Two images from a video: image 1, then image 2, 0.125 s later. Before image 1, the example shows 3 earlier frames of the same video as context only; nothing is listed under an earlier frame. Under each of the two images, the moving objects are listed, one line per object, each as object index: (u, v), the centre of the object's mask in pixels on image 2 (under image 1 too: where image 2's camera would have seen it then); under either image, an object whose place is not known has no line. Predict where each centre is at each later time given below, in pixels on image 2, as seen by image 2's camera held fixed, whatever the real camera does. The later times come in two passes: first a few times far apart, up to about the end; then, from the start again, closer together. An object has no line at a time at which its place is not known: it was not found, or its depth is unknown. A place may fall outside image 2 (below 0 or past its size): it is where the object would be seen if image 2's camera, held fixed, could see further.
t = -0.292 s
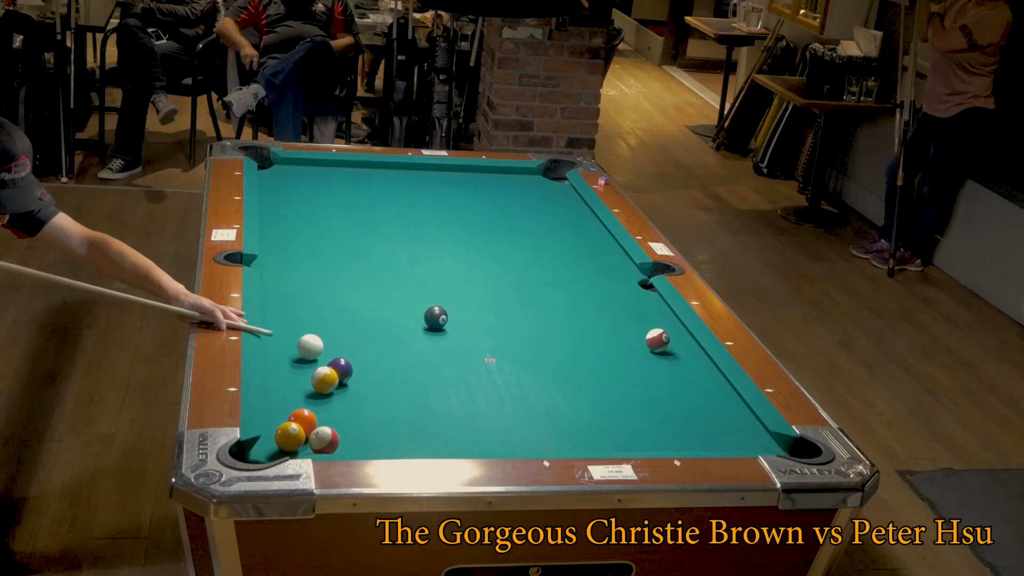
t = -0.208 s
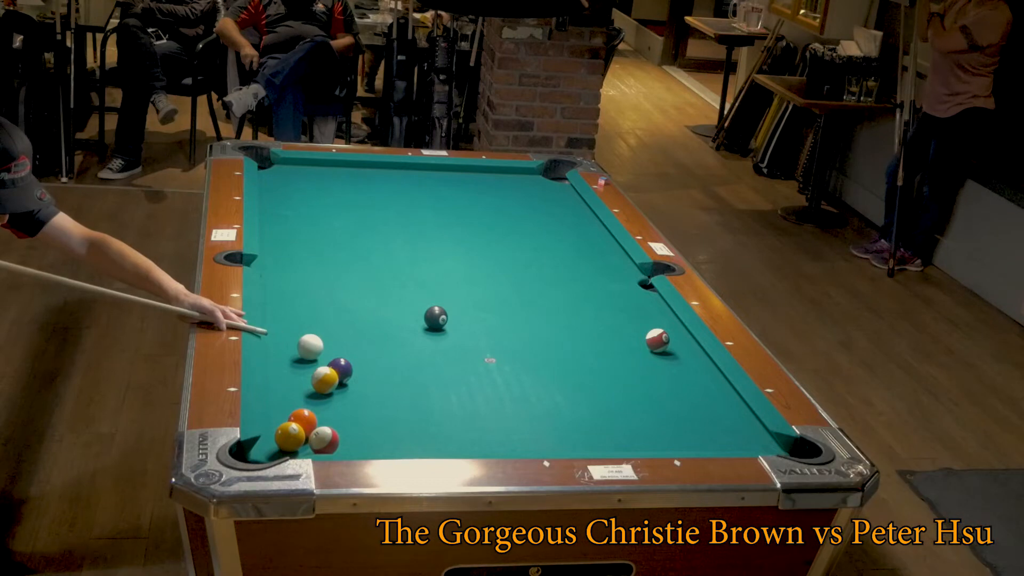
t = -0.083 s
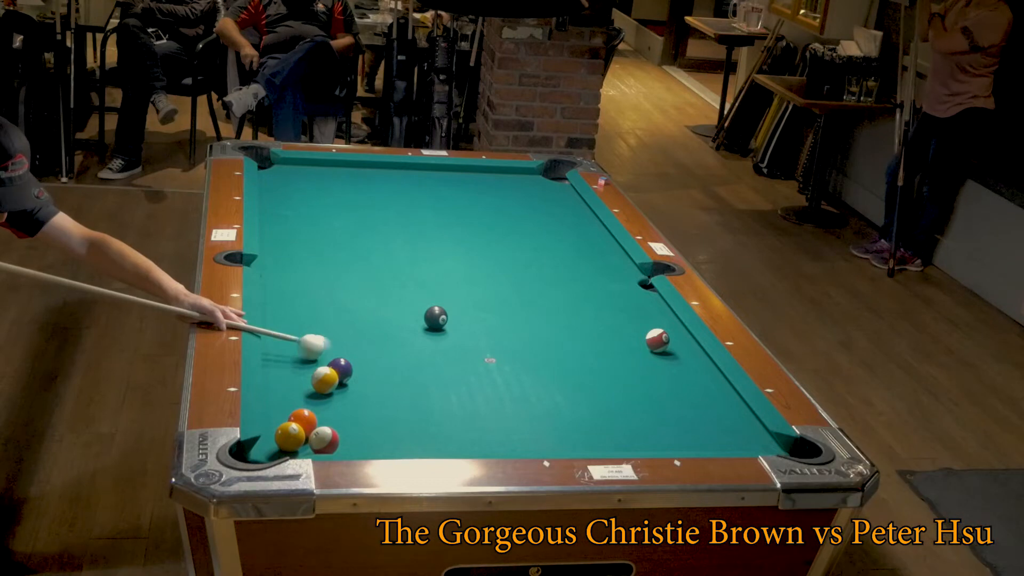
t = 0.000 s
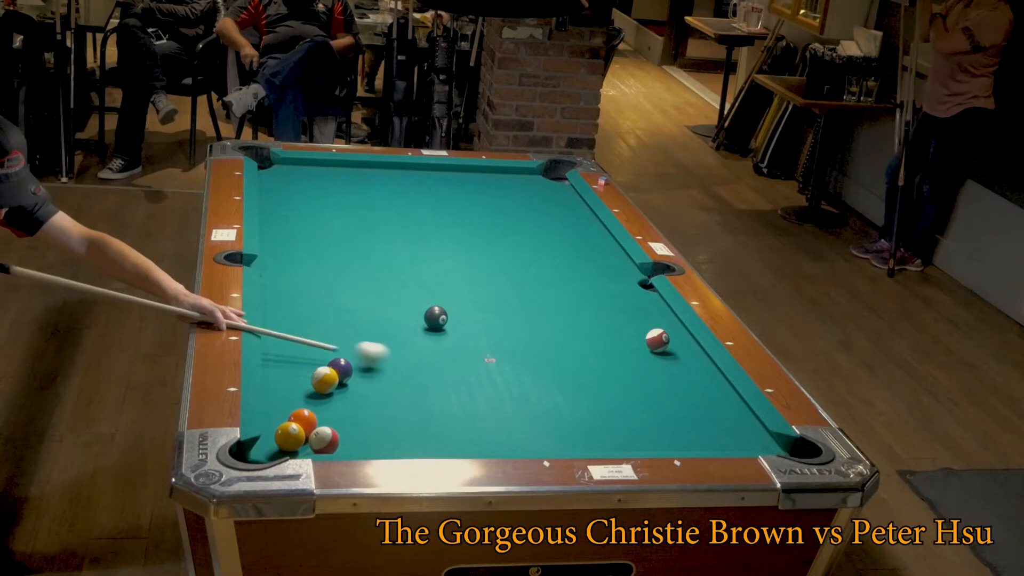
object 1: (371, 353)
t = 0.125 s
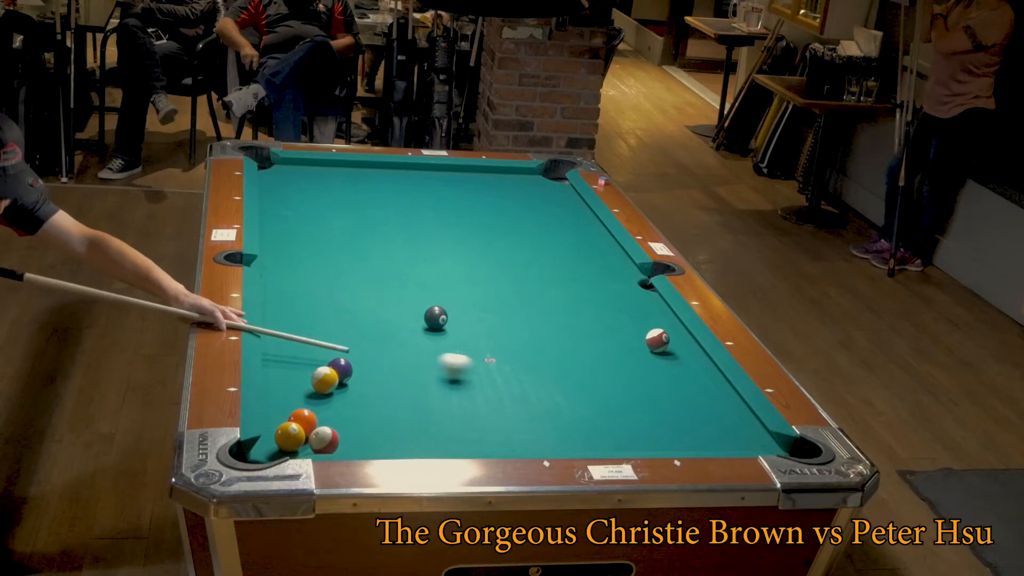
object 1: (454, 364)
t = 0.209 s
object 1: (511, 373)
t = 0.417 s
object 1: (650, 392)
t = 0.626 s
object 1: (711, 408)
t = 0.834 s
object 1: (660, 419)
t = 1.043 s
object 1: (610, 429)
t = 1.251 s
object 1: (558, 439)
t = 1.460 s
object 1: (505, 445)
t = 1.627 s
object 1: (465, 443)
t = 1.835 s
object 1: (417, 440)
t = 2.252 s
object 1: (337, 427)
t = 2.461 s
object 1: (329, 419)
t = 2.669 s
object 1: (327, 411)
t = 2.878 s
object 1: (326, 405)
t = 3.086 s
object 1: (324, 399)
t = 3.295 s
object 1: (324, 394)
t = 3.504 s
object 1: (322, 391)
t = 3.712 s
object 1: (322, 392)
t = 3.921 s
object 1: (322, 392)
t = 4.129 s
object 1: (322, 392)
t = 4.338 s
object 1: (322, 392)
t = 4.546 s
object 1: (322, 392)
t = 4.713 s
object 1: (322, 392)
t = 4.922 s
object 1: (322, 392)
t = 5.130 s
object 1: (322, 392)
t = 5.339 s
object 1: (322, 391)
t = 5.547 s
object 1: (322, 392)
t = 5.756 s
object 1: (322, 392)
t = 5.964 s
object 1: (322, 392)
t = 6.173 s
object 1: (322, 392)
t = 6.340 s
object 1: (322, 392)
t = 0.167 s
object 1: (483, 369)
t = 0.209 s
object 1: (511, 373)
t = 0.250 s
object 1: (539, 377)
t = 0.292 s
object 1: (567, 380)
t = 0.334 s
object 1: (595, 384)
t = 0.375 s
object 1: (623, 390)
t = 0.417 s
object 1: (650, 392)
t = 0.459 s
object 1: (679, 397)
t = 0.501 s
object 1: (706, 400)
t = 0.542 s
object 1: (733, 404)
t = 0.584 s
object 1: (724, 407)
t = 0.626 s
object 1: (711, 408)
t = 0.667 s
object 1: (701, 410)
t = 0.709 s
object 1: (691, 412)
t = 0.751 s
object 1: (681, 415)
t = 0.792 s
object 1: (670, 416)
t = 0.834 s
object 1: (660, 419)
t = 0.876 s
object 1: (651, 421)
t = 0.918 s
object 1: (640, 423)
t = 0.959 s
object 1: (630, 425)
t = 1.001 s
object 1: (620, 427)
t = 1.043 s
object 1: (610, 429)
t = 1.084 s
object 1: (599, 431)
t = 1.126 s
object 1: (589, 433)
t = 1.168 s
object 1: (579, 436)
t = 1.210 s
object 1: (568, 438)
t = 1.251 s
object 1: (558, 439)
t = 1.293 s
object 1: (547, 441)
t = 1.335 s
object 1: (537, 442)
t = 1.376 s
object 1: (526, 443)
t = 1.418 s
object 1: (515, 444)
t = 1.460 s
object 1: (505, 445)
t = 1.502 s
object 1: (495, 444)
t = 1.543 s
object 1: (485, 444)
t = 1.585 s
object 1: (475, 443)
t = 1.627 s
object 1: (465, 443)
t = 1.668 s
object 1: (456, 442)
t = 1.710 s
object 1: (445, 442)
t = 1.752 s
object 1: (436, 442)
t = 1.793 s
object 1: (426, 441)
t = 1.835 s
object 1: (417, 440)
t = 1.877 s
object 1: (407, 440)
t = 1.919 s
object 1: (397, 439)
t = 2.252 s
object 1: (337, 427)
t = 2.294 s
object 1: (332, 425)
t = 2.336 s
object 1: (332, 424)
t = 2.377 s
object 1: (331, 422)
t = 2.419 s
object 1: (330, 421)
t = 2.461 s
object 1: (329, 419)
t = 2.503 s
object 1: (329, 418)
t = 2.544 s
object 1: (329, 416)
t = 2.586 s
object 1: (328, 414)
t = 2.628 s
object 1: (328, 413)
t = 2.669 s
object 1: (327, 411)
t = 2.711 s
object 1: (327, 410)
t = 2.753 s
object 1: (326, 409)
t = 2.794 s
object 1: (326, 407)
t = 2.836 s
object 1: (326, 406)
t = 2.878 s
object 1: (326, 405)
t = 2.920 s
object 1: (325, 404)
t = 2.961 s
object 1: (325, 403)
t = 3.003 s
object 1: (325, 402)
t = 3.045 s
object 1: (325, 400)
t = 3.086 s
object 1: (324, 399)
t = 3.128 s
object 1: (324, 398)
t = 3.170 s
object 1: (324, 397)
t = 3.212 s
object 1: (324, 396)
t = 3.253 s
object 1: (324, 395)
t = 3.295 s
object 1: (324, 394)
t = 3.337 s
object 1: (323, 394)
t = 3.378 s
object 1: (323, 393)
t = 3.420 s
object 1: (323, 392)
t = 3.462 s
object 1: (322, 392)
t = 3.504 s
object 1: (322, 391)
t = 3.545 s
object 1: (322, 391)
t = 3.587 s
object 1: (322, 391)
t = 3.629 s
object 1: (322, 391)
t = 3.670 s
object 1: (322, 391)
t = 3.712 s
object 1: (322, 392)
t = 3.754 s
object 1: (322, 391)
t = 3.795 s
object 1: (322, 391)
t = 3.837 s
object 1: (322, 392)
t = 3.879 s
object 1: (322, 391)
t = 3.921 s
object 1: (322, 392)
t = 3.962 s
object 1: (322, 391)
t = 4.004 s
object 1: (322, 392)
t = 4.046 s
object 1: (322, 392)
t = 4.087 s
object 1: (322, 392)
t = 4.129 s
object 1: (322, 392)
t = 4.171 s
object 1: (322, 392)
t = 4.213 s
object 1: (322, 392)
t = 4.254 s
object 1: (322, 392)
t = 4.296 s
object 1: (322, 392)
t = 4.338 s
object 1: (322, 392)
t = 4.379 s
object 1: (322, 392)
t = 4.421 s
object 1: (322, 392)
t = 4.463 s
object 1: (322, 392)
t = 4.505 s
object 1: (322, 392)
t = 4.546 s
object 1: (322, 392)
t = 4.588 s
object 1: (322, 392)
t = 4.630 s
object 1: (322, 392)
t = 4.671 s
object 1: (322, 392)
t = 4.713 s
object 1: (322, 392)
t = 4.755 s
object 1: (322, 392)
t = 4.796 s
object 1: (322, 392)
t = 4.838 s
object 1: (322, 392)
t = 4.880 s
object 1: (322, 392)
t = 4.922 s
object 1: (322, 392)
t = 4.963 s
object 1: (322, 392)
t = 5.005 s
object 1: (322, 392)
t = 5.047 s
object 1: (322, 392)
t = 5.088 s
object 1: (322, 392)
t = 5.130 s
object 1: (322, 392)
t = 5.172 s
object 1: (322, 392)
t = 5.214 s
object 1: (322, 392)
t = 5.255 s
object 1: (322, 392)
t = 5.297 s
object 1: (322, 392)
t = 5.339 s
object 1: (322, 391)
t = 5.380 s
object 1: (322, 392)
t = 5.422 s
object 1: (322, 391)
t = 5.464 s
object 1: (322, 391)
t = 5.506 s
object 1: (322, 392)
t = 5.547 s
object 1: (322, 392)
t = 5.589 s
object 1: (322, 392)
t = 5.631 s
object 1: (322, 392)
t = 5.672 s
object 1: (322, 392)
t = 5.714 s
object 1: (322, 392)
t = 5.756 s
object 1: (322, 392)
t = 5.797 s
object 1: (322, 392)
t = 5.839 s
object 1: (322, 392)
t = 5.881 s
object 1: (322, 392)
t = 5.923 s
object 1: (322, 392)
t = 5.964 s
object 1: (322, 392)
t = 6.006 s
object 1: (322, 392)
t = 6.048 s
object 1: (322, 392)
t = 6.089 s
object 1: (322, 392)
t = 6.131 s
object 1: (322, 392)
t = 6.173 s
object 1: (322, 392)
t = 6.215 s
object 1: (322, 392)
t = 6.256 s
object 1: (322, 392)
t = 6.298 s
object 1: (322, 392)
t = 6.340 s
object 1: (322, 392)
